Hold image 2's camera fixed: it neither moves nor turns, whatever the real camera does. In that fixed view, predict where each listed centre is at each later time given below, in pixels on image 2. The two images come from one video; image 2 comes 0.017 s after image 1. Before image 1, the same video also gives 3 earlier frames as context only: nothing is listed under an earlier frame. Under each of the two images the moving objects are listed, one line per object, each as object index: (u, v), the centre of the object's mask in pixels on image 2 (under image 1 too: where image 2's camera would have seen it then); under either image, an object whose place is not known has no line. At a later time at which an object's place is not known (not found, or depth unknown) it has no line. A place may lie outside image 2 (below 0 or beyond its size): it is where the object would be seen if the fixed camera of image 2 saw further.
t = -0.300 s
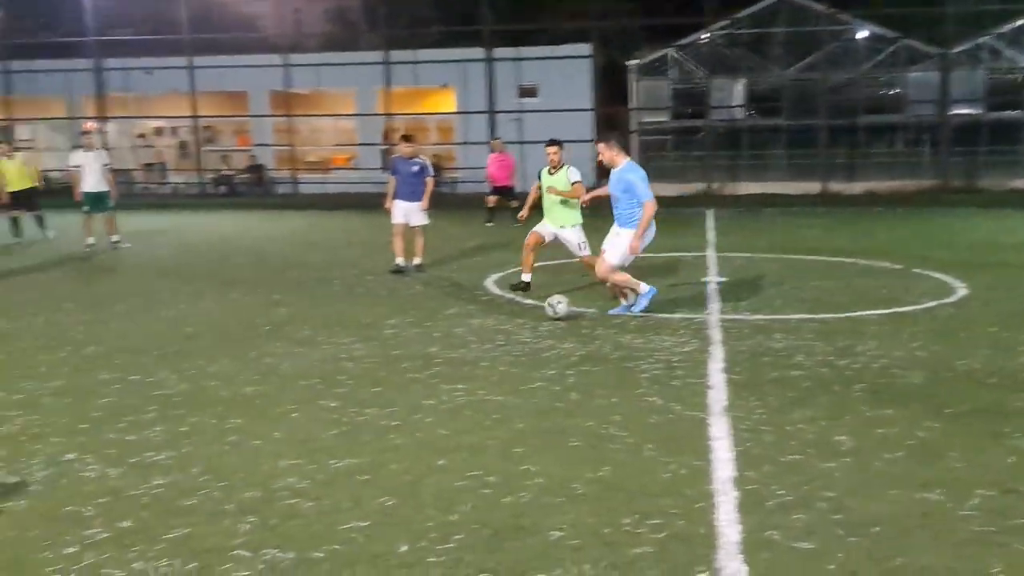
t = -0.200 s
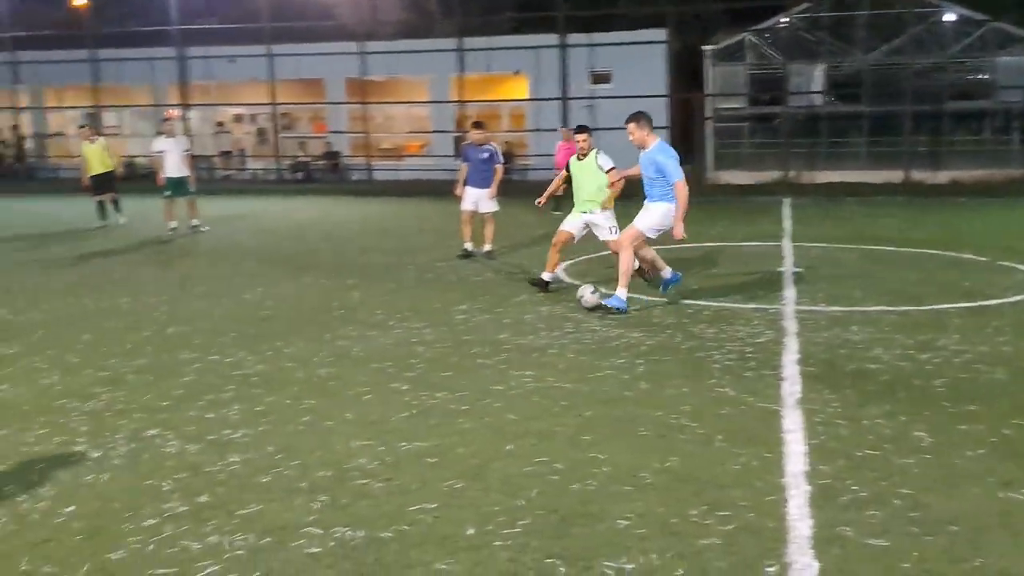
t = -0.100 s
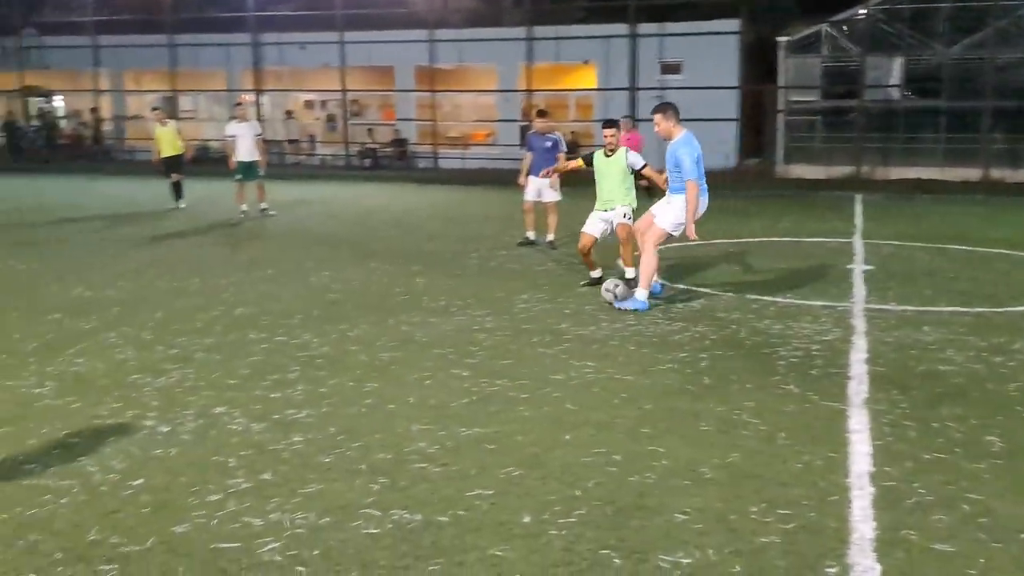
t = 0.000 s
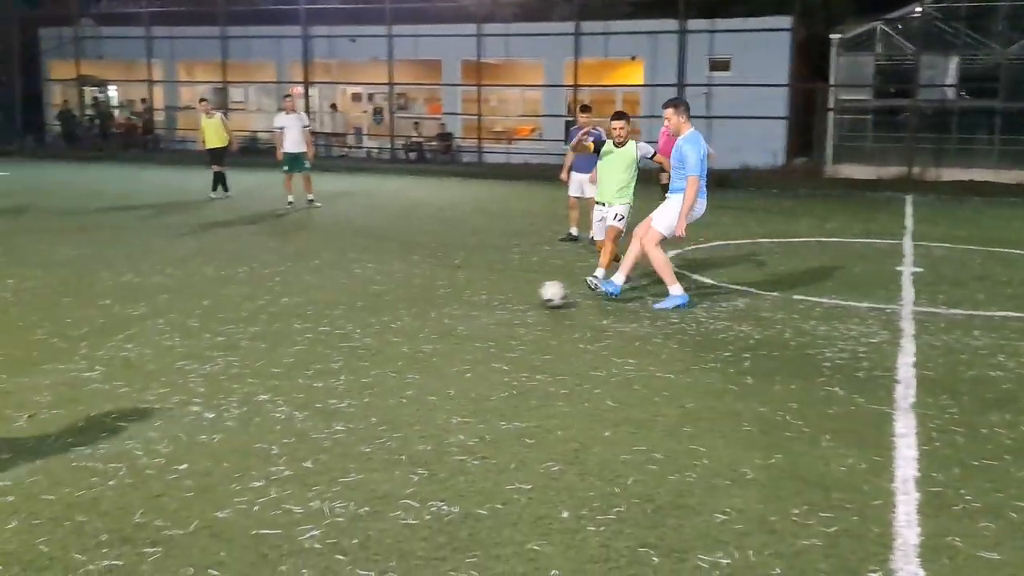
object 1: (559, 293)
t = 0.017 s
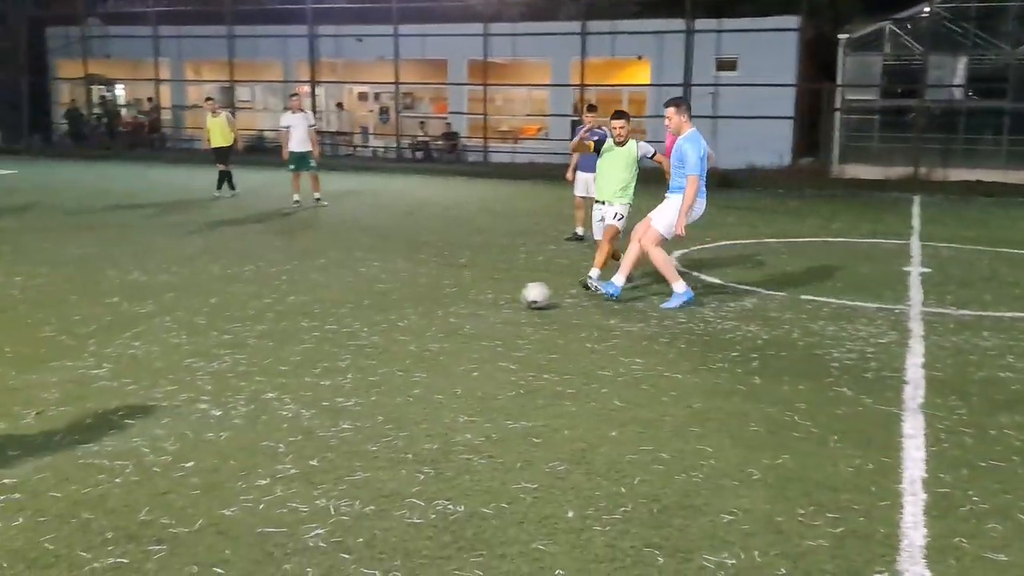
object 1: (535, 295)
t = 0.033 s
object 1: (515, 295)
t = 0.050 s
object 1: (492, 295)
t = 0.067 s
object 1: (472, 296)
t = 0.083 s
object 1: (449, 296)
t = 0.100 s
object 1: (426, 297)
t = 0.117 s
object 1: (403, 299)
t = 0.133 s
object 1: (379, 300)
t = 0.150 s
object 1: (356, 302)
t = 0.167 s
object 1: (332, 303)
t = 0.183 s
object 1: (308, 304)
